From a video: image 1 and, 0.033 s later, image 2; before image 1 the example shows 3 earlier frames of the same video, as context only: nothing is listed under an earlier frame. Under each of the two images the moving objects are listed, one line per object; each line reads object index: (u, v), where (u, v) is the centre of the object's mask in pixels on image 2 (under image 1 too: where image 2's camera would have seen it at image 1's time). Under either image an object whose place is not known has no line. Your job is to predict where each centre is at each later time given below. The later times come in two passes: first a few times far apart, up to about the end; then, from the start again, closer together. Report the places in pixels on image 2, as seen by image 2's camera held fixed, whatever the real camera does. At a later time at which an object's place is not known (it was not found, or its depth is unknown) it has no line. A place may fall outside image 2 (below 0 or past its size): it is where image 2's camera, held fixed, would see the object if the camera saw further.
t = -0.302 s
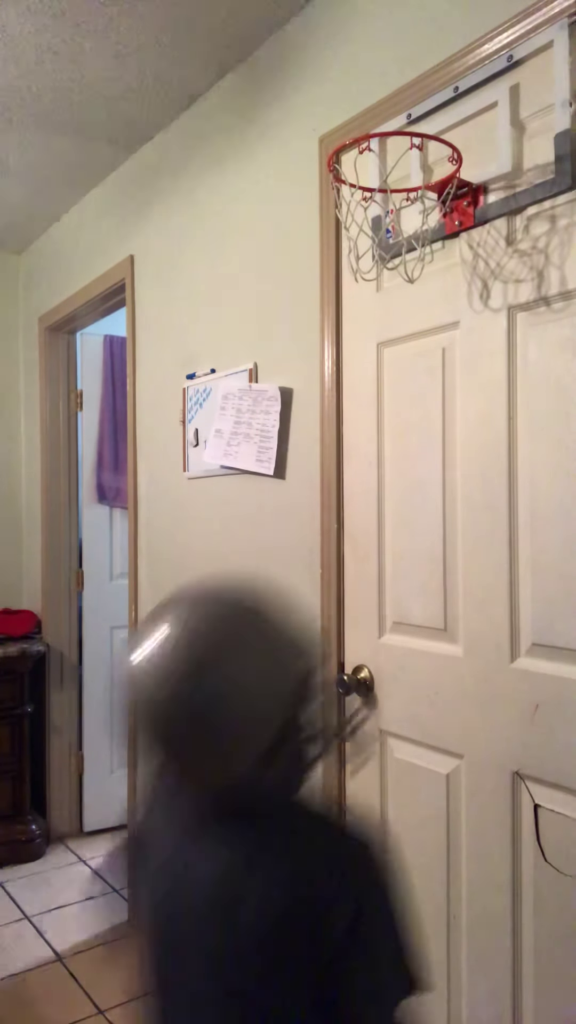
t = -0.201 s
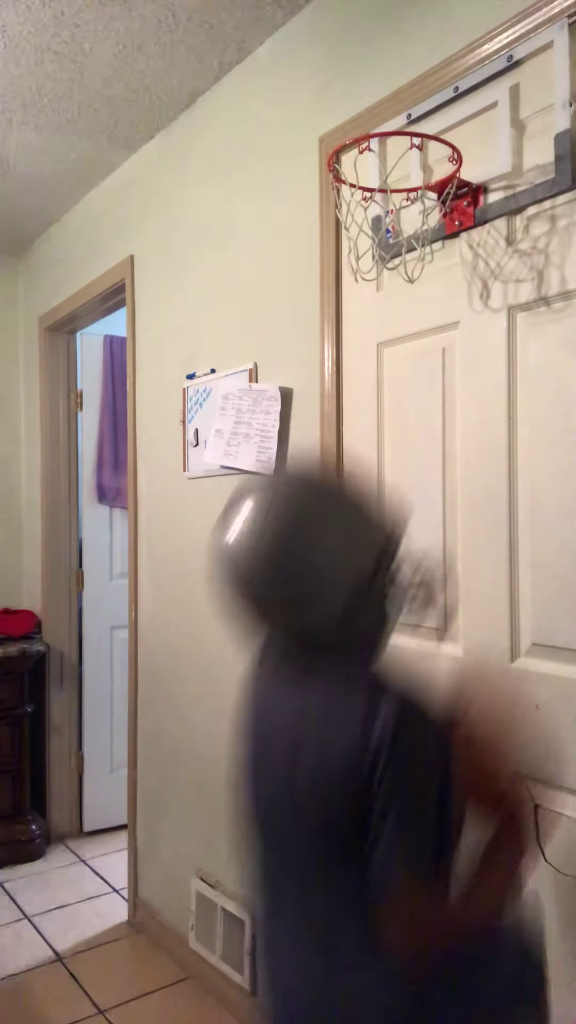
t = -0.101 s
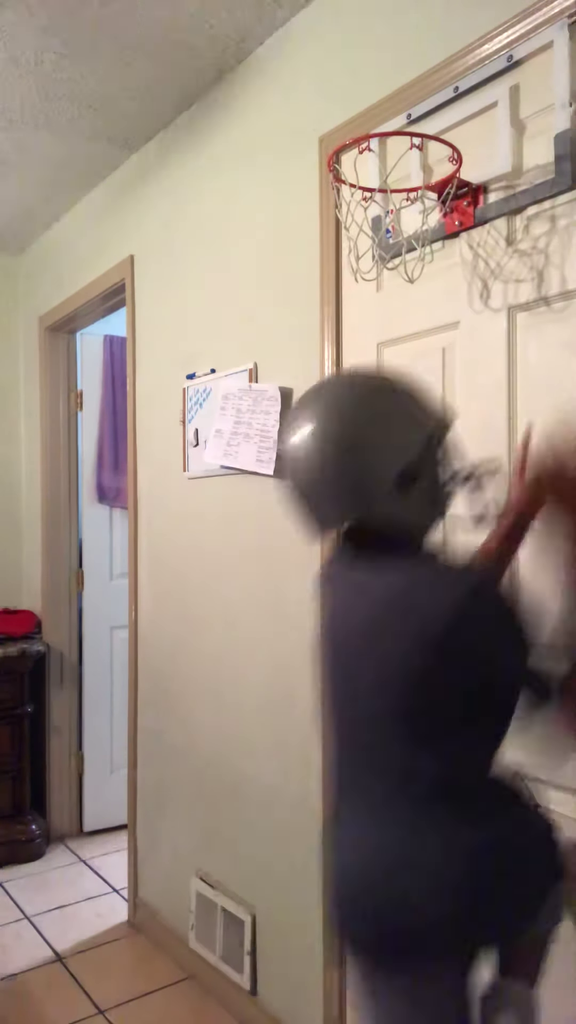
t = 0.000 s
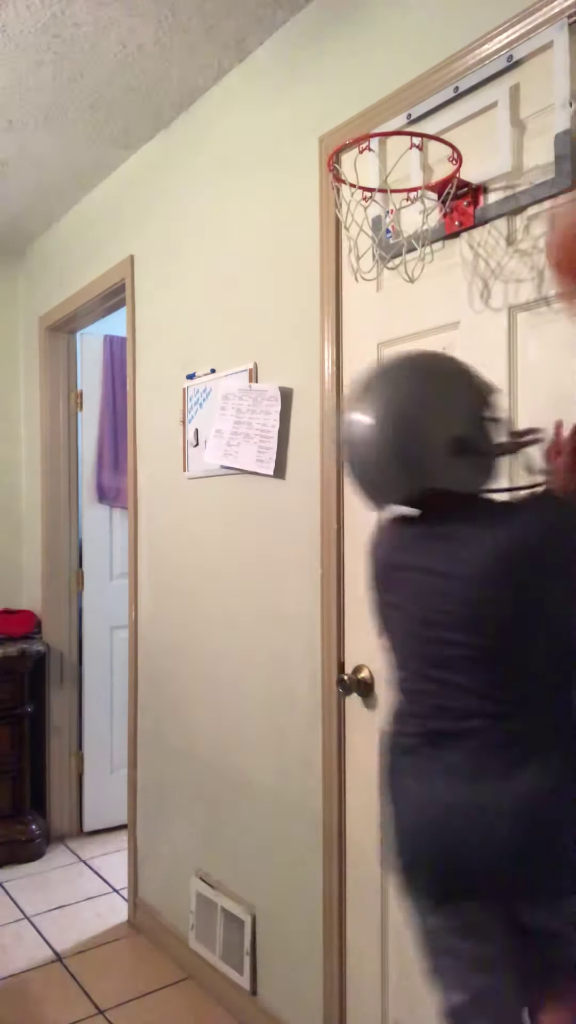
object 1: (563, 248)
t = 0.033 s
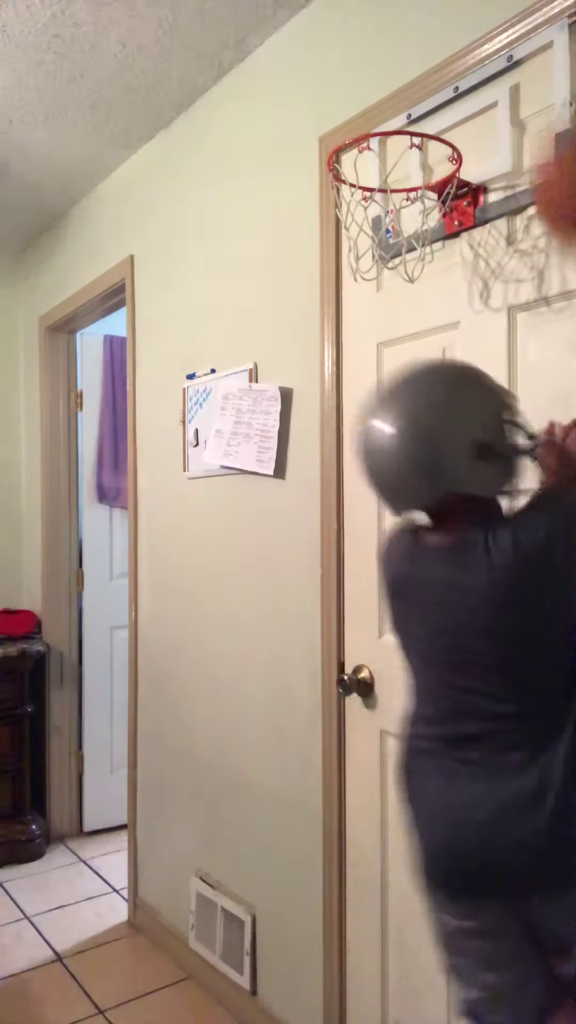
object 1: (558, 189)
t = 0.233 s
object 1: (495, 24)
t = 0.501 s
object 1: (405, 97)
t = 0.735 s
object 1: (403, 343)
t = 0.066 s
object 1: (549, 135)
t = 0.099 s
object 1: (542, 91)
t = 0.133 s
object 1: (532, 55)
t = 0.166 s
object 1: (522, 40)
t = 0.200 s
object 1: (511, 30)
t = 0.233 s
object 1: (495, 24)
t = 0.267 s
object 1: (481, 23)
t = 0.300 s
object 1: (467, 24)
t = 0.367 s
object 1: (440, 35)
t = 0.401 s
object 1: (428, 45)
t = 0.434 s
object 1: (414, 67)
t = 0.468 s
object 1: (407, 87)
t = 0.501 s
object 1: (405, 97)
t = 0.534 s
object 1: (404, 102)
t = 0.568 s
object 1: (403, 116)
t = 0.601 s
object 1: (402, 138)
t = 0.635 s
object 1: (402, 172)
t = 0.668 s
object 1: (402, 222)
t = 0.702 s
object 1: (400, 277)
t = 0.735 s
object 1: (403, 343)
